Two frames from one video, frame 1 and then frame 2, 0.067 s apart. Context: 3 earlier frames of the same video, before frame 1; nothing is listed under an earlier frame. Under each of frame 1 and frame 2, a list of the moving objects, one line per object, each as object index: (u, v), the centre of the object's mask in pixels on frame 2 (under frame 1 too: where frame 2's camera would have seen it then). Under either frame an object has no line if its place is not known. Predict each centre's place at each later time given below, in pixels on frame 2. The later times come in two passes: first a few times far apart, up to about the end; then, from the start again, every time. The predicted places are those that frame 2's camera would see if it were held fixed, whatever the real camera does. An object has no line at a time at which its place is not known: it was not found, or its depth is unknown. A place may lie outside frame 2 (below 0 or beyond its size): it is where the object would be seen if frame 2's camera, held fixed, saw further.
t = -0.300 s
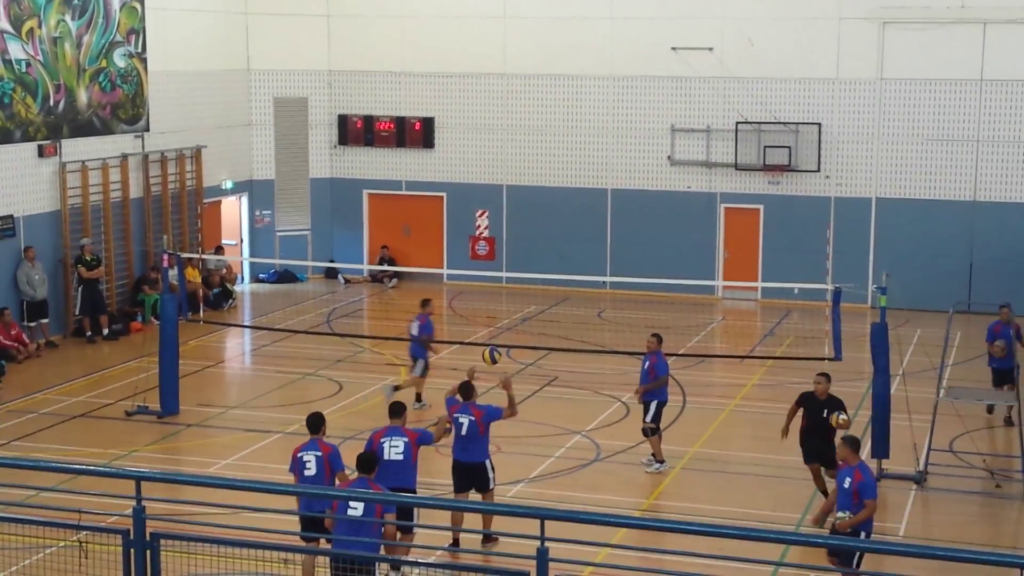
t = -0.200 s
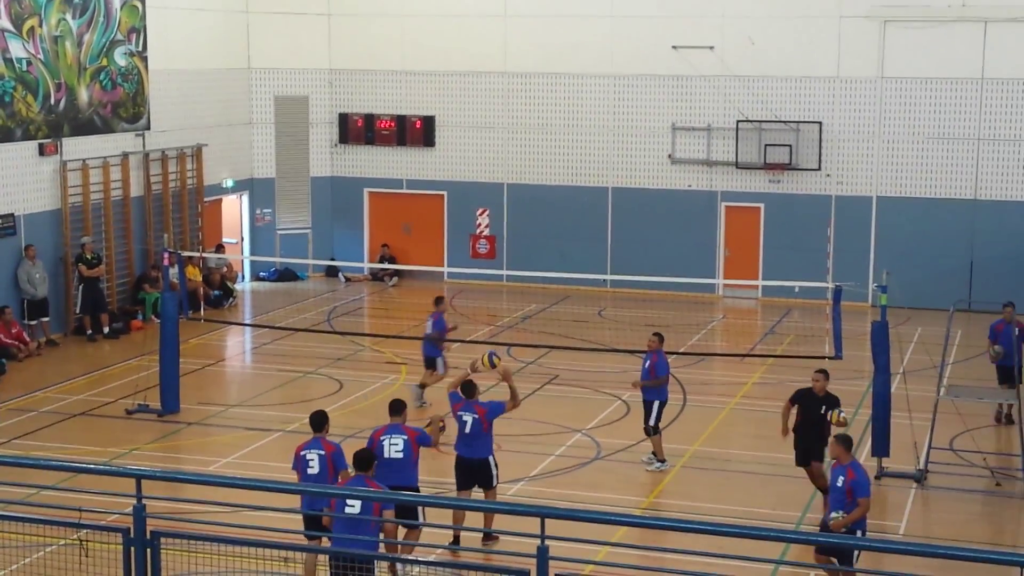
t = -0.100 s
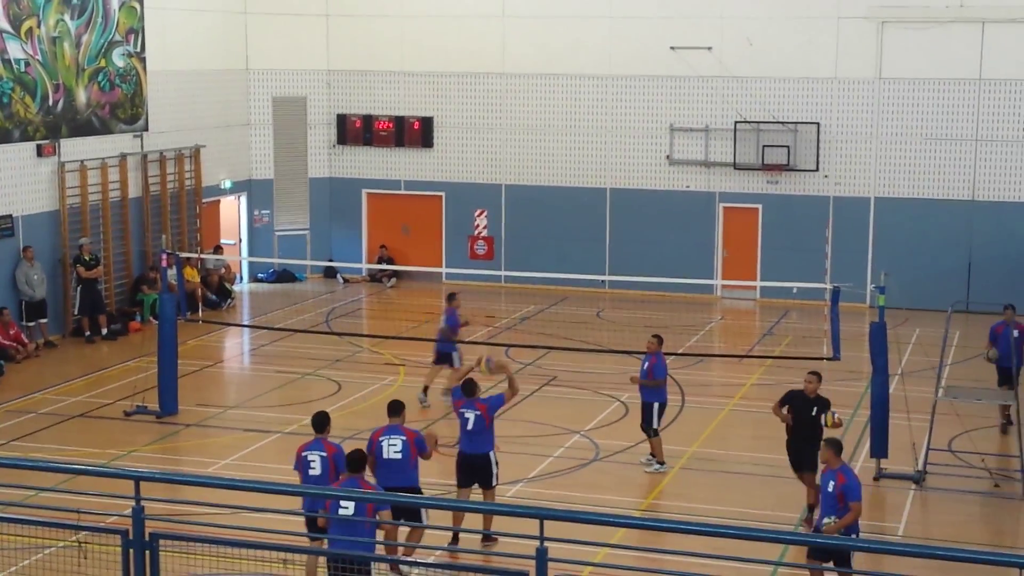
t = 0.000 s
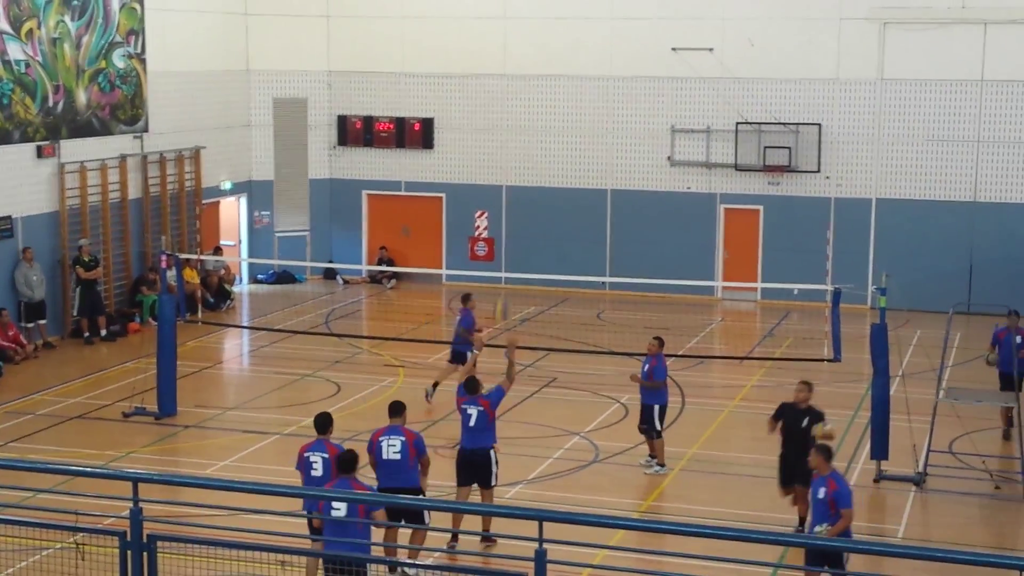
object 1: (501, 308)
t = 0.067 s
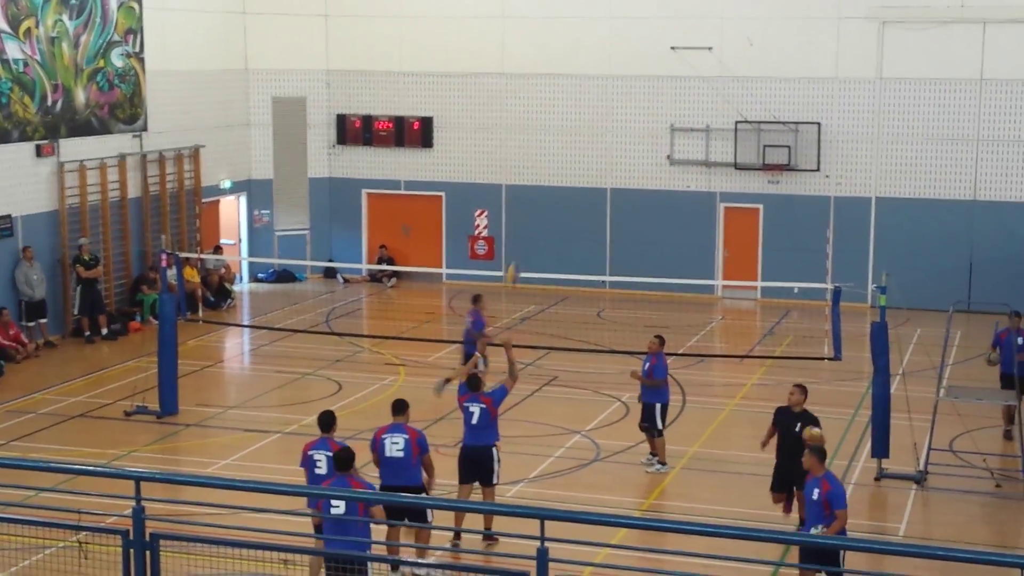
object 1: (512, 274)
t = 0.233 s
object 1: (531, 205)
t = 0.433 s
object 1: (554, 158)
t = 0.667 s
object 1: (579, 145)
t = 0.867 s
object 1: (599, 171)
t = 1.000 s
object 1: (611, 203)
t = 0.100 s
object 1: (515, 258)
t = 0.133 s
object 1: (519, 243)
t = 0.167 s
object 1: (522, 229)
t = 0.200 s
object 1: (527, 216)
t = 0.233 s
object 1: (531, 205)
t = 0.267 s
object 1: (535, 195)
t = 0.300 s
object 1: (539, 186)
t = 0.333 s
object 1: (544, 177)
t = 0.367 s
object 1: (546, 169)
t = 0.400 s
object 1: (550, 163)
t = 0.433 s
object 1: (554, 158)
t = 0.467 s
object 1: (557, 152)
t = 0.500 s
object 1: (560, 149)
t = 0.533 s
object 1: (564, 146)
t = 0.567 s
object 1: (567, 144)
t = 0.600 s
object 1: (572, 144)
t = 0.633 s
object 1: (576, 144)
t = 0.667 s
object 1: (579, 145)
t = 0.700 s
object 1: (582, 147)
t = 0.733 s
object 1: (586, 150)
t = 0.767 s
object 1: (590, 155)
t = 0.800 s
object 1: (593, 160)
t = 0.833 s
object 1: (596, 165)
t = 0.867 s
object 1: (599, 171)
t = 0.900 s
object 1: (602, 177)
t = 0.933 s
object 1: (605, 185)
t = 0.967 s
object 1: (608, 194)
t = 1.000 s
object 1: (611, 203)
